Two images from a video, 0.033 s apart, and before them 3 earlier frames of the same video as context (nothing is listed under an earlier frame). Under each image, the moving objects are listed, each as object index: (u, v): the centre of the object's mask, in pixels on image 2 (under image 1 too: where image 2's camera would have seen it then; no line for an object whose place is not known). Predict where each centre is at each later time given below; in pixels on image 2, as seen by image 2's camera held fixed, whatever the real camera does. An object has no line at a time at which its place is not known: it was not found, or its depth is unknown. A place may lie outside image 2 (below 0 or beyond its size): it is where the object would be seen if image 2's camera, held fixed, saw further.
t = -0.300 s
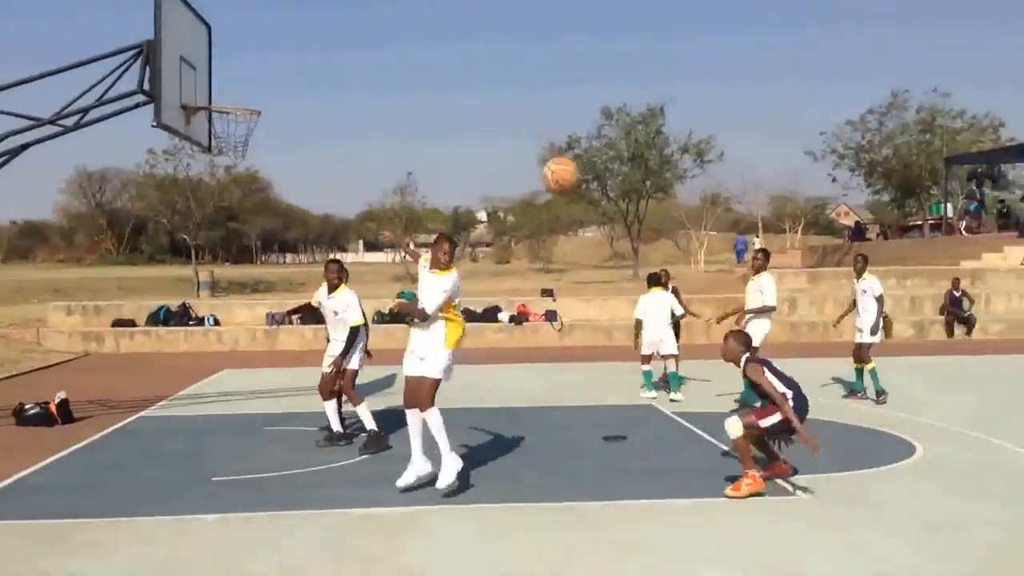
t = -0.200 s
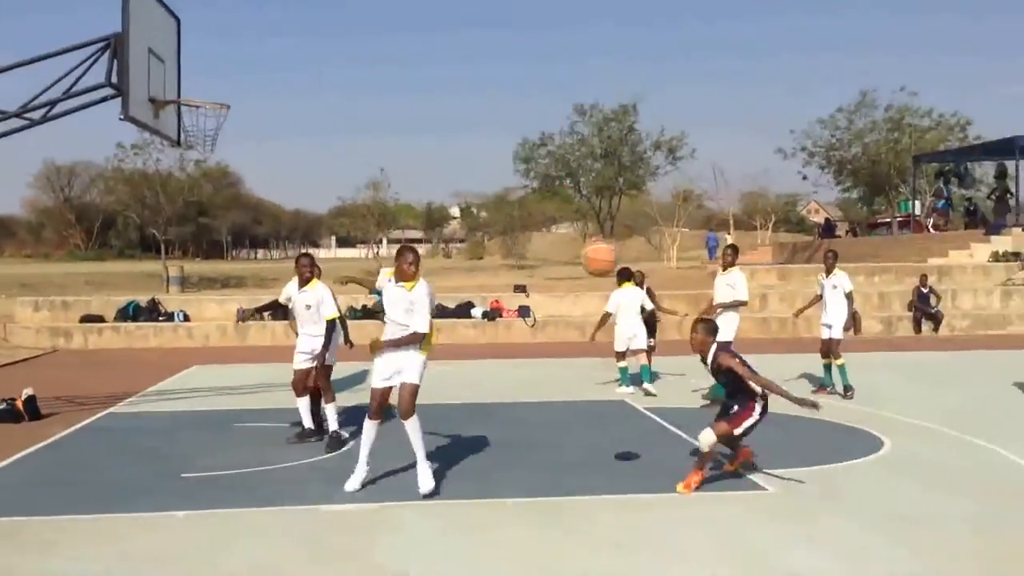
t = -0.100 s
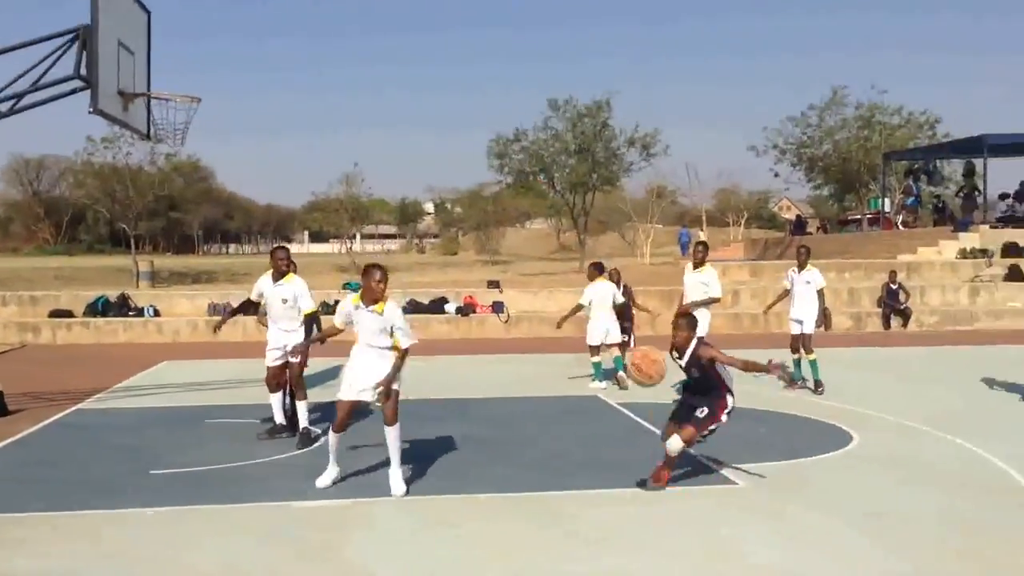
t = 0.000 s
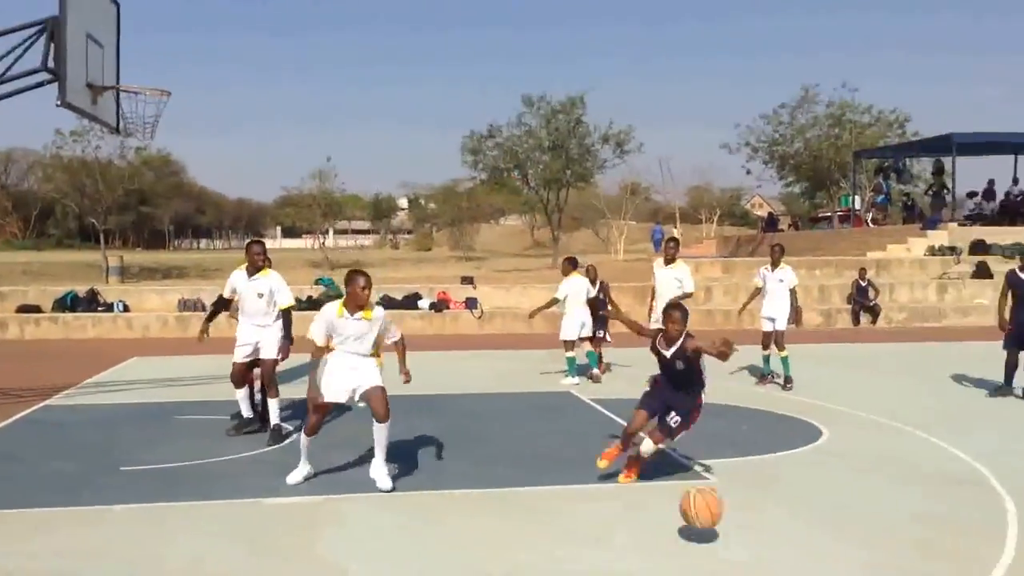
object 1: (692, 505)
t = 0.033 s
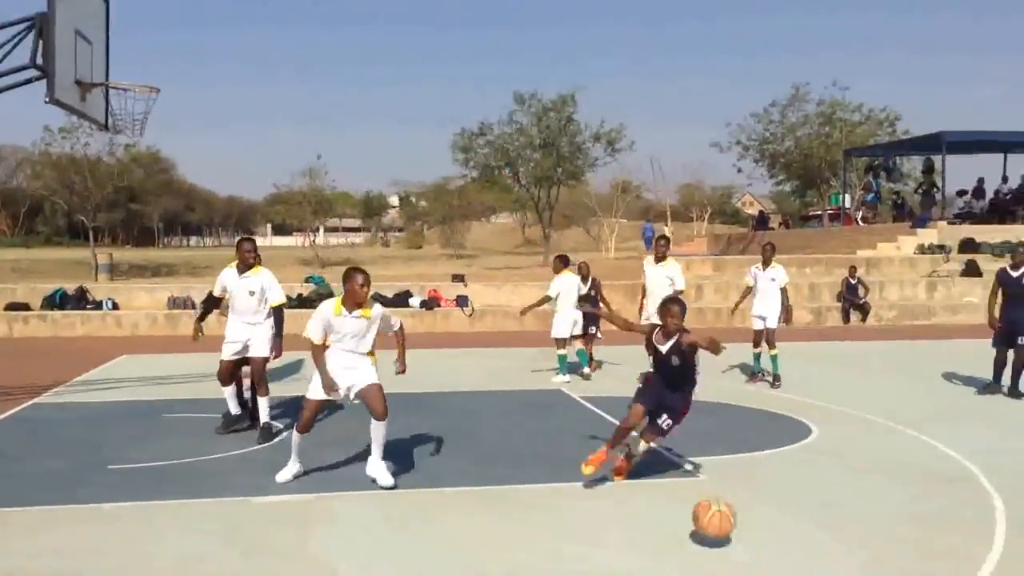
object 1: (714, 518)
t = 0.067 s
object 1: (731, 482)
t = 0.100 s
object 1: (750, 444)
